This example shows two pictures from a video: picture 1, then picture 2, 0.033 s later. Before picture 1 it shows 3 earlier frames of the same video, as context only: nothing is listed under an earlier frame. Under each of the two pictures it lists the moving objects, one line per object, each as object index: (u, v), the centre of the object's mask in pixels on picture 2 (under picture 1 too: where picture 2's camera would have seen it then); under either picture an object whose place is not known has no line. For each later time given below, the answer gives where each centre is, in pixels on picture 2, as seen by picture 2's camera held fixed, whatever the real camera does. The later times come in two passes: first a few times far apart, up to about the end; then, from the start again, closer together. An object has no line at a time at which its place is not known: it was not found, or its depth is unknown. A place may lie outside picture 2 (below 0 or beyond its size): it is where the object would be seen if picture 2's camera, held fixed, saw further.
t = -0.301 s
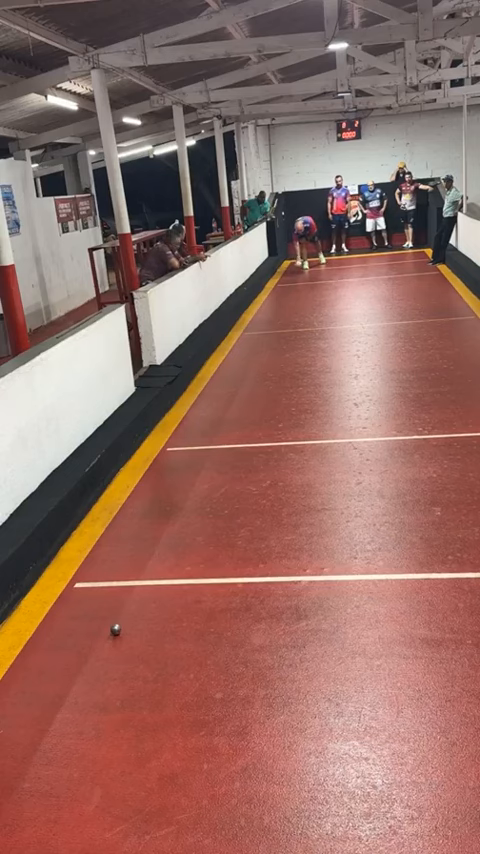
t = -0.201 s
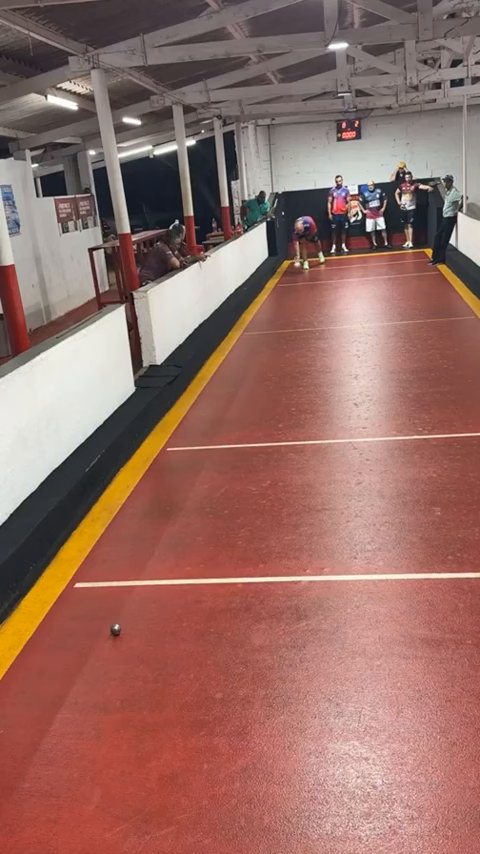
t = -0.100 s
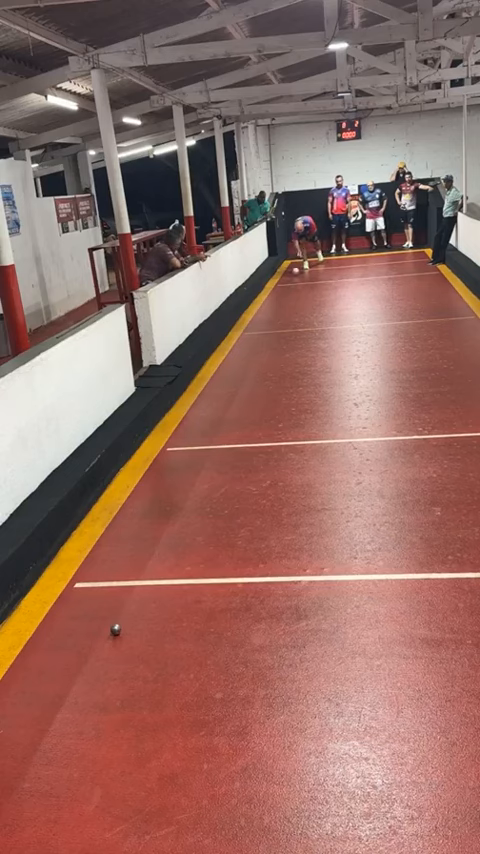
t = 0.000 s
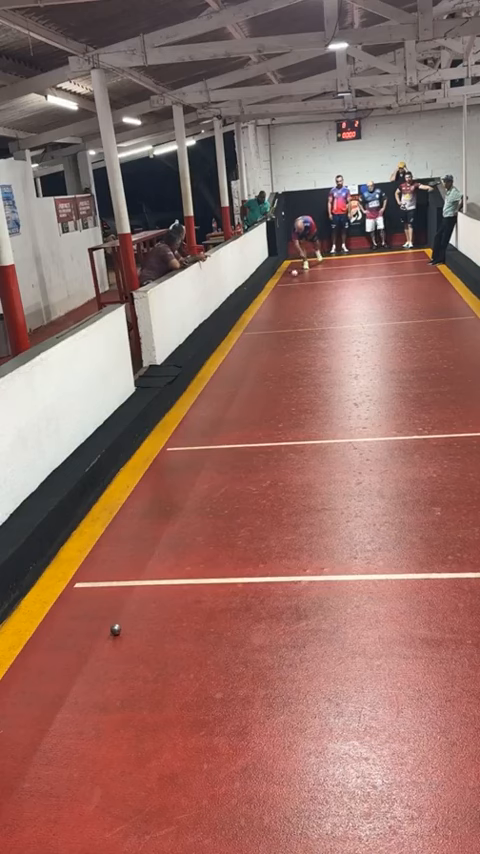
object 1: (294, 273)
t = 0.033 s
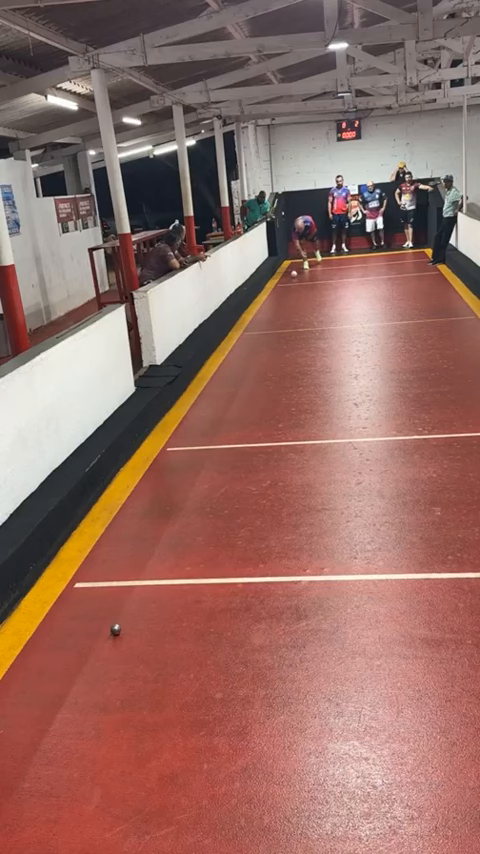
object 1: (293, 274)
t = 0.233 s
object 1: (291, 277)
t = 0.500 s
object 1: (286, 281)
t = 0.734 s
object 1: (283, 284)
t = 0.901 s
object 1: (280, 286)
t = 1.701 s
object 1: (266, 299)
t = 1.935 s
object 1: (262, 303)
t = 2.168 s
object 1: (258, 307)
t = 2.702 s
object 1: (248, 317)
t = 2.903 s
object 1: (246, 320)
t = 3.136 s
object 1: (245, 324)
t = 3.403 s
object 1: (243, 330)
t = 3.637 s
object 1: (242, 335)
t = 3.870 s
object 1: (241, 340)
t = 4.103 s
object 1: (240, 345)
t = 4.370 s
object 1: (239, 351)
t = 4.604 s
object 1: (238, 357)
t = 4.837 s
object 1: (237, 362)
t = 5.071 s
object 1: (236, 369)
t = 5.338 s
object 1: (234, 376)
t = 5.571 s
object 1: (232, 382)
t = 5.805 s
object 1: (231, 389)
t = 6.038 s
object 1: (229, 396)
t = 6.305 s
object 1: (227, 404)
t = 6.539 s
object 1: (225, 411)
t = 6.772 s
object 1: (224, 419)
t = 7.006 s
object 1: (222, 427)
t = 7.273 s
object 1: (220, 436)
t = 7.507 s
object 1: (218, 444)
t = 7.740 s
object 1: (217, 452)
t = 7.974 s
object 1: (215, 460)
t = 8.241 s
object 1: (214, 470)
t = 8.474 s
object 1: (212, 479)
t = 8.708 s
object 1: (210, 487)
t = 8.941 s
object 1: (209, 496)
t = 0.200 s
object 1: (291, 277)
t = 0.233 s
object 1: (291, 277)
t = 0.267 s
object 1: (290, 277)
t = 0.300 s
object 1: (290, 278)
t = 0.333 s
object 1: (289, 278)
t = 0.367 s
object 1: (289, 279)
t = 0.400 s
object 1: (288, 280)
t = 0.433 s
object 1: (288, 280)
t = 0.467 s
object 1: (287, 280)
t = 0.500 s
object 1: (286, 281)
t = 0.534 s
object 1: (286, 281)
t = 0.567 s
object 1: (286, 282)
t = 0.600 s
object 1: (285, 282)
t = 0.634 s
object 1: (284, 283)
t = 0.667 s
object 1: (284, 283)
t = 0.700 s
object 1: (283, 284)
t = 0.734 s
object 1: (283, 284)
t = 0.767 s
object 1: (282, 285)
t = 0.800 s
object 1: (282, 285)
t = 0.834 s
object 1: (281, 285)
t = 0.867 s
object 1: (280, 286)
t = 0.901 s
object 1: (280, 286)
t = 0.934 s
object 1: (280, 287)
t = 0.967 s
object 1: (280, 287)
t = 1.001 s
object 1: (279, 288)
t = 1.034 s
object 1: (278, 288)
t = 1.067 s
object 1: (278, 289)
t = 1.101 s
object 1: (277, 289)
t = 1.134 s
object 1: (276, 290)
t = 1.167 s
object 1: (276, 290)
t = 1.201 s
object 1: (275, 291)
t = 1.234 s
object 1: (275, 292)
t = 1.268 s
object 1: (274, 292)
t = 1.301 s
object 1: (274, 292)
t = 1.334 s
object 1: (273, 293)
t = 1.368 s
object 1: (273, 294)
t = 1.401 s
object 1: (272, 294)
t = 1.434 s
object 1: (272, 295)
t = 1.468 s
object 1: (271, 295)
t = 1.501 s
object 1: (270, 296)
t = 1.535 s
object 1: (270, 296)
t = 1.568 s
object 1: (269, 297)
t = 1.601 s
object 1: (268, 298)
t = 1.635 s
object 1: (268, 298)
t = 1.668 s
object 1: (267, 298)
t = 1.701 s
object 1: (266, 299)
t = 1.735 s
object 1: (266, 300)
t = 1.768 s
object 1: (265, 301)
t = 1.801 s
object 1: (265, 301)
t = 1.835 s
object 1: (264, 302)
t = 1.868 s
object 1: (263, 302)
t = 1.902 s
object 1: (262, 303)
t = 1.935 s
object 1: (262, 303)
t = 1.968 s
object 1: (261, 304)
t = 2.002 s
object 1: (261, 304)
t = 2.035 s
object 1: (260, 305)
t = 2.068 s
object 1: (260, 306)
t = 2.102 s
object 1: (259, 306)
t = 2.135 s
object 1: (258, 307)
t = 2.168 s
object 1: (258, 307)
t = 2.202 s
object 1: (257, 308)
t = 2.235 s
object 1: (256, 308)
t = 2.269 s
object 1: (256, 309)
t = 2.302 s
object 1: (255, 309)
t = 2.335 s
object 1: (254, 310)
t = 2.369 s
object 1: (254, 311)
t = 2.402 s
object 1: (253, 311)
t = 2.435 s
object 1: (253, 312)
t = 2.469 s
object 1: (252, 312)
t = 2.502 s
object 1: (251, 313)
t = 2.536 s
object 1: (251, 313)
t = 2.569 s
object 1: (250, 314)
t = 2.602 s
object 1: (250, 315)
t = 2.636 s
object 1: (249, 315)
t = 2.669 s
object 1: (249, 316)
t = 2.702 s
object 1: (248, 317)
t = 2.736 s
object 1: (248, 317)
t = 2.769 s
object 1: (248, 317)
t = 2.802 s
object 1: (247, 318)
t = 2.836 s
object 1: (247, 319)
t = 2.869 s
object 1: (247, 320)
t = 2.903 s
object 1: (246, 320)
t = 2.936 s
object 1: (246, 321)
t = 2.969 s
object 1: (246, 321)
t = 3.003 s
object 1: (246, 322)
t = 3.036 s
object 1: (245, 323)
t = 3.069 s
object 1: (245, 324)
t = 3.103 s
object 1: (245, 324)
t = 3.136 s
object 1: (245, 324)
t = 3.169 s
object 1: (245, 325)
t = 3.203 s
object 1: (244, 326)
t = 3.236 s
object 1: (244, 327)
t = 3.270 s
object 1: (244, 328)
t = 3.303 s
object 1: (244, 328)
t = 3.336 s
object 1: (243, 329)
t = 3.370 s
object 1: (243, 330)
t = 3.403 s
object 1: (243, 330)
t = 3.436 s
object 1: (243, 331)
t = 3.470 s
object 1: (243, 331)
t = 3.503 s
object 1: (242, 332)
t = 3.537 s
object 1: (242, 333)
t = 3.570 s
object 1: (242, 334)
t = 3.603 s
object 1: (242, 335)
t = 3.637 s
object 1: (242, 335)
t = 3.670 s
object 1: (242, 336)
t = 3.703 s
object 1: (242, 337)
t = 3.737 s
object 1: (242, 337)
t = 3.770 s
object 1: (242, 338)
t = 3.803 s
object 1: (241, 339)
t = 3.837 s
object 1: (241, 339)
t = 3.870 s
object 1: (241, 340)
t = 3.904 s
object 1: (241, 341)
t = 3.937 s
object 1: (241, 342)
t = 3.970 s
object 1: (241, 342)
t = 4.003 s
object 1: (241, 343)
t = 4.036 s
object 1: (240, 344)
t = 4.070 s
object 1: (240, 345)
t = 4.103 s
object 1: (240, 345)
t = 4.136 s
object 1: (240, 346)
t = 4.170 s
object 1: (240, 347)
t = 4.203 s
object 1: (240, 347)
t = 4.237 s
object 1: (239, 348)
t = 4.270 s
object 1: (239, 349)
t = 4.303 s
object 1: (239, 350)
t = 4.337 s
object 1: (239, 350)
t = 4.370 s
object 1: (239, 351)
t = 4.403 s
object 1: (239, 352)
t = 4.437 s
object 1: (238, 353)
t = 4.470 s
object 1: (238, 353)
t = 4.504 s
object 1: (238, 354)
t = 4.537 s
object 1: (238, 355)
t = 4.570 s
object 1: (238, 356)
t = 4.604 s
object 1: (238, 357)
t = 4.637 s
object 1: (238, 358)
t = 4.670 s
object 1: (238, 359)
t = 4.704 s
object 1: (238, 360)
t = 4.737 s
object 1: (238, 360)
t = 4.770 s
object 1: (237, 361)
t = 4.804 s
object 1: (237, 362)
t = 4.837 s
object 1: (237, 362)
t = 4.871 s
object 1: (237, 364)
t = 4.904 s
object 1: (237, 364)
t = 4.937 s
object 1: (236, 365)
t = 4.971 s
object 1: (236, 366)
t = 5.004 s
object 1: (236, 367)
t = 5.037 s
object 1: (236, 368)
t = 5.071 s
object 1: (236, 369)
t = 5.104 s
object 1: (235, 370)
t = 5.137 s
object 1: (235, 371)
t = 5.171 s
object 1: (235, 371)
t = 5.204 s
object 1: (235, 372)
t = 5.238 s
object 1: (235, 373)
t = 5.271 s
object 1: (235, 374)
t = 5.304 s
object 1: (234, 375)
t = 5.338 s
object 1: (234, 376)
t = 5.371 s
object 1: (234, 377)
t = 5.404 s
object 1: (234, 378)
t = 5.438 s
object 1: (233, 379)
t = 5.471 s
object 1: (233, 380)
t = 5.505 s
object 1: (233, 381)
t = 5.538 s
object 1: (233, 382)
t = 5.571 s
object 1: (232, 382)
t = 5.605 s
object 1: (232, 383)
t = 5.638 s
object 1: (232, 385)
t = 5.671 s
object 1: (231, 385)
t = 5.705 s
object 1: (231, 386)
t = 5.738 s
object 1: (231, 387)
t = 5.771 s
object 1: (231, 388)
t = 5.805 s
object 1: (231, 389)
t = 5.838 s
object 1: (230, 390)
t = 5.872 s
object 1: (230, 391)
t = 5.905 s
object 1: (230, 392)
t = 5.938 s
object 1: (230, 393)
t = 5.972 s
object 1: (229, 394)
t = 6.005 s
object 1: (229, 395)
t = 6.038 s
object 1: (229, 396)
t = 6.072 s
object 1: (228, 397)
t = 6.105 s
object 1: (228, 398)
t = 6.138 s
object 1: (228, 399)
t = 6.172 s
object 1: (228, 400)
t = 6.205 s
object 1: (228, 401)
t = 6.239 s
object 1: (227, 402)
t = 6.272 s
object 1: (227, 403)
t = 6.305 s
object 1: (227, 404)
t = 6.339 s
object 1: (226, 405)
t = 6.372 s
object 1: (226, 406)
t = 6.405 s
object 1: (226, 407)
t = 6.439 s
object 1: (226, 408)
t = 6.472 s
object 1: (225, 409)
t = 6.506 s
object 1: (225, 410)
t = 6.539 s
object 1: (225, 411)
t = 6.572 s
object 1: (225, 413)
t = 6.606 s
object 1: (225, 414)
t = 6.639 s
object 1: (224, 415)
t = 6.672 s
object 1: (224, 416)
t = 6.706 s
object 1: (224, 417)
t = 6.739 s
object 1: (224, 418)
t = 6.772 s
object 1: (224, 419)
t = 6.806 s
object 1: (223, 420)
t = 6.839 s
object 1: (223, 421)
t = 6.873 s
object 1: (223, 422)
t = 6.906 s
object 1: (223, 424)
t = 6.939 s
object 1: (222, 425)
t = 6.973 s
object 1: (222, 426)
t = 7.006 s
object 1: (222, 427)
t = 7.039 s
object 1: (222, 428)
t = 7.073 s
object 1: (221, 429)
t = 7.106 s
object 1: (221, 430)
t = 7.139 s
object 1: (221, 431)
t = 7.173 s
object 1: (221, 432)
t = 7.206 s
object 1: (221, 434)
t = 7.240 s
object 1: (220, 435)
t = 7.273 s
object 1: (220, 436)
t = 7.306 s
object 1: (220, 437)
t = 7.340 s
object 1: (220, 438)
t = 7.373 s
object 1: (219, 439)
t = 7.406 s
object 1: (219, 440)
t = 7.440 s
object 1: (219, 441)
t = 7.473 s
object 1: (218, 443)
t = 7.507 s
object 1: (218, 444)
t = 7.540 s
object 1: (218, 445)
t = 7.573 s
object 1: (218, 446)
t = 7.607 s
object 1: (218, 447)
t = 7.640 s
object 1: (217, 449)
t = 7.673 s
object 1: (217, 450)
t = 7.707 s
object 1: (217, 451)
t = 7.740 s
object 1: (217, 452)
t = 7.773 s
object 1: (216, 453)
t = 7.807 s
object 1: (216, 455)
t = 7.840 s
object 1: (216, 455)
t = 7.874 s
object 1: (216, 457)
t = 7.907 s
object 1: (216, 458)
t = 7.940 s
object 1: (215, 459)
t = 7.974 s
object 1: (215, 460)
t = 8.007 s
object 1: (215, 462)
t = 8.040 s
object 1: (215, 463)
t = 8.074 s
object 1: (215, 464)
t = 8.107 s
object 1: (214, 465)
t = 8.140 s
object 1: (214, 466)
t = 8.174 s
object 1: (214, 467)
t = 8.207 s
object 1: (214, 469)
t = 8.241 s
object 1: (214, 470)
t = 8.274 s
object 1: (213, 471)
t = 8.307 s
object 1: (213, 472)
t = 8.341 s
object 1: (213, 474)
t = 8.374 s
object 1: (213, 475)
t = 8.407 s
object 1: (213, 476)
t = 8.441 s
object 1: (212, 477)
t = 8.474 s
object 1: (212, 479)
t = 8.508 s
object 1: (212, 480)
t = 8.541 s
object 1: (212, 481)
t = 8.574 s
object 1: (211, 482)
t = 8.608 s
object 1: (211, 483)
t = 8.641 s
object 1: (211, 485)
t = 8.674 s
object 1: (211, 486)
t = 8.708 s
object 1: (210, 487)
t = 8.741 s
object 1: (210, 488)
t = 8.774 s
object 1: (210, 490)
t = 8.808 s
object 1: (210, 491)
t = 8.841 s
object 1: (209, 492)
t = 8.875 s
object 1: (209, 493)
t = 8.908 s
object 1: (209, 494)
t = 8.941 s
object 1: (209, 496)
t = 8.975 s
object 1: (208, 497)
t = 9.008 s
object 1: (208, 498)
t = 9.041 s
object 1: (208, 499)
